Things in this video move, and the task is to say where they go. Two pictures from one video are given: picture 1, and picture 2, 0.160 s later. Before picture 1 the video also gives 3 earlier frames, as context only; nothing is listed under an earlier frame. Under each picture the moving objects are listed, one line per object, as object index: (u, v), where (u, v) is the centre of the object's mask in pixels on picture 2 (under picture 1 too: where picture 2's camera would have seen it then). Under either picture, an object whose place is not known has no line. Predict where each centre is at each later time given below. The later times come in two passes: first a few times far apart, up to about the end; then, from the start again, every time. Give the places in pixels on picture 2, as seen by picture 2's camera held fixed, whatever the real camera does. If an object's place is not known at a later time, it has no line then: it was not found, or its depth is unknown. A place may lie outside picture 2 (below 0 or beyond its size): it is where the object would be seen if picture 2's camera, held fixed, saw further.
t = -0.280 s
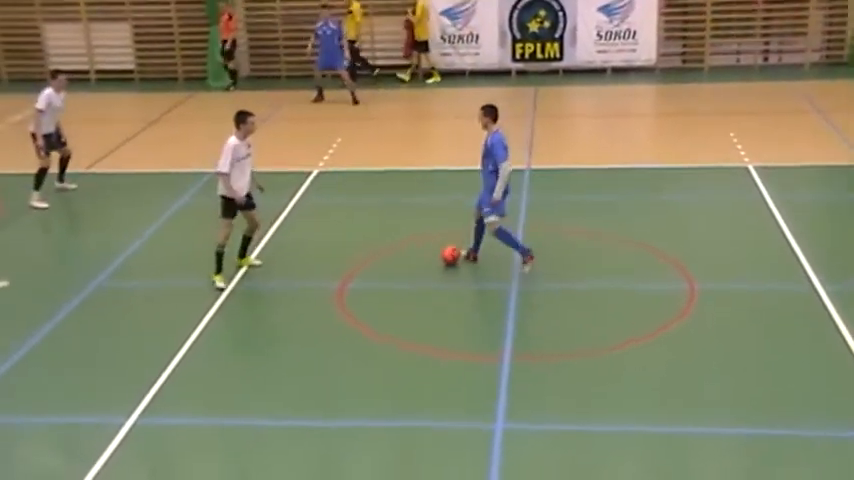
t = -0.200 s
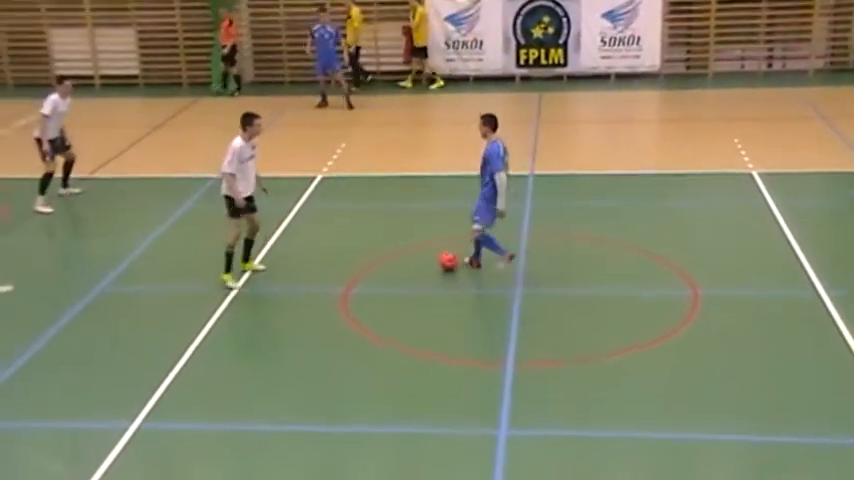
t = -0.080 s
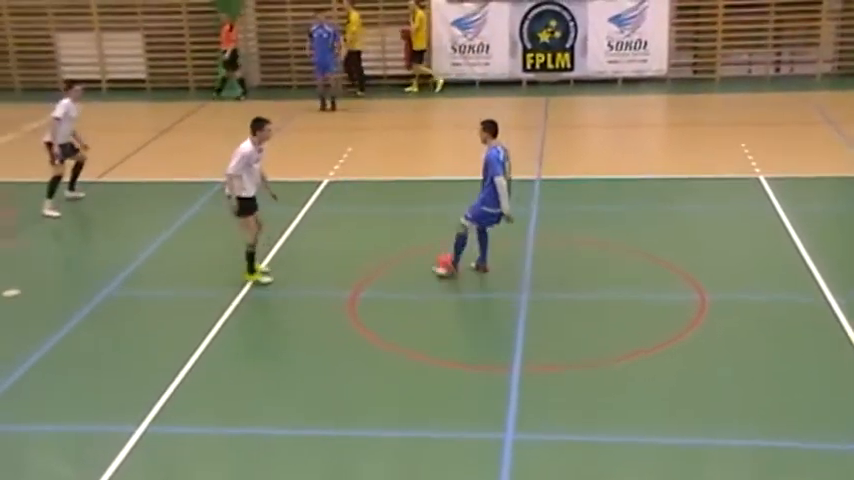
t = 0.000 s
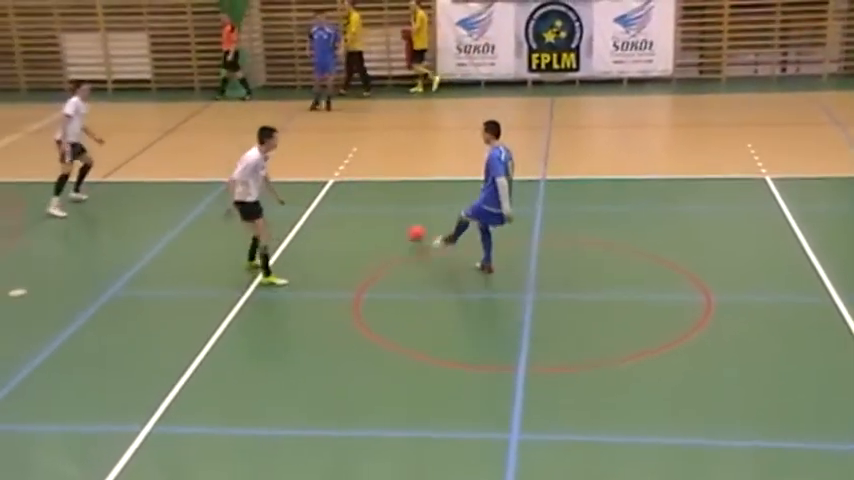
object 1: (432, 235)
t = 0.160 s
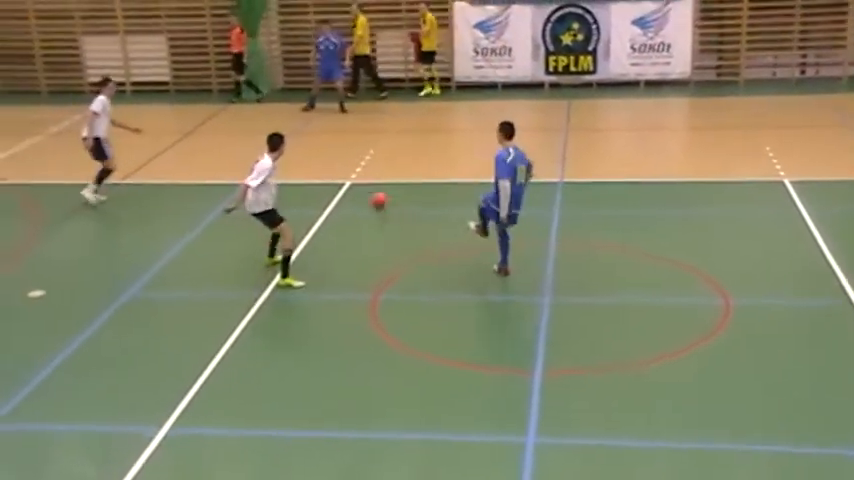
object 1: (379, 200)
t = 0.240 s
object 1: (358, 185)
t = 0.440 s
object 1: (315, 156)
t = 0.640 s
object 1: (284, 132)
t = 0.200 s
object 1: (368, 194)
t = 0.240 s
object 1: (358, 185)
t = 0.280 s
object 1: (349, 178)
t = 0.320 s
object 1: (339, 172)
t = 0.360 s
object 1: (331, 165)
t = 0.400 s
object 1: (323, 160)
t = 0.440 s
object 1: (315, 156)
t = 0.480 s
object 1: (309, 150)
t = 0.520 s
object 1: (302, 144)
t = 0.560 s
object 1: (296, 140)
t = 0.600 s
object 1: (290, 137)
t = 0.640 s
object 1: (284, 132)
